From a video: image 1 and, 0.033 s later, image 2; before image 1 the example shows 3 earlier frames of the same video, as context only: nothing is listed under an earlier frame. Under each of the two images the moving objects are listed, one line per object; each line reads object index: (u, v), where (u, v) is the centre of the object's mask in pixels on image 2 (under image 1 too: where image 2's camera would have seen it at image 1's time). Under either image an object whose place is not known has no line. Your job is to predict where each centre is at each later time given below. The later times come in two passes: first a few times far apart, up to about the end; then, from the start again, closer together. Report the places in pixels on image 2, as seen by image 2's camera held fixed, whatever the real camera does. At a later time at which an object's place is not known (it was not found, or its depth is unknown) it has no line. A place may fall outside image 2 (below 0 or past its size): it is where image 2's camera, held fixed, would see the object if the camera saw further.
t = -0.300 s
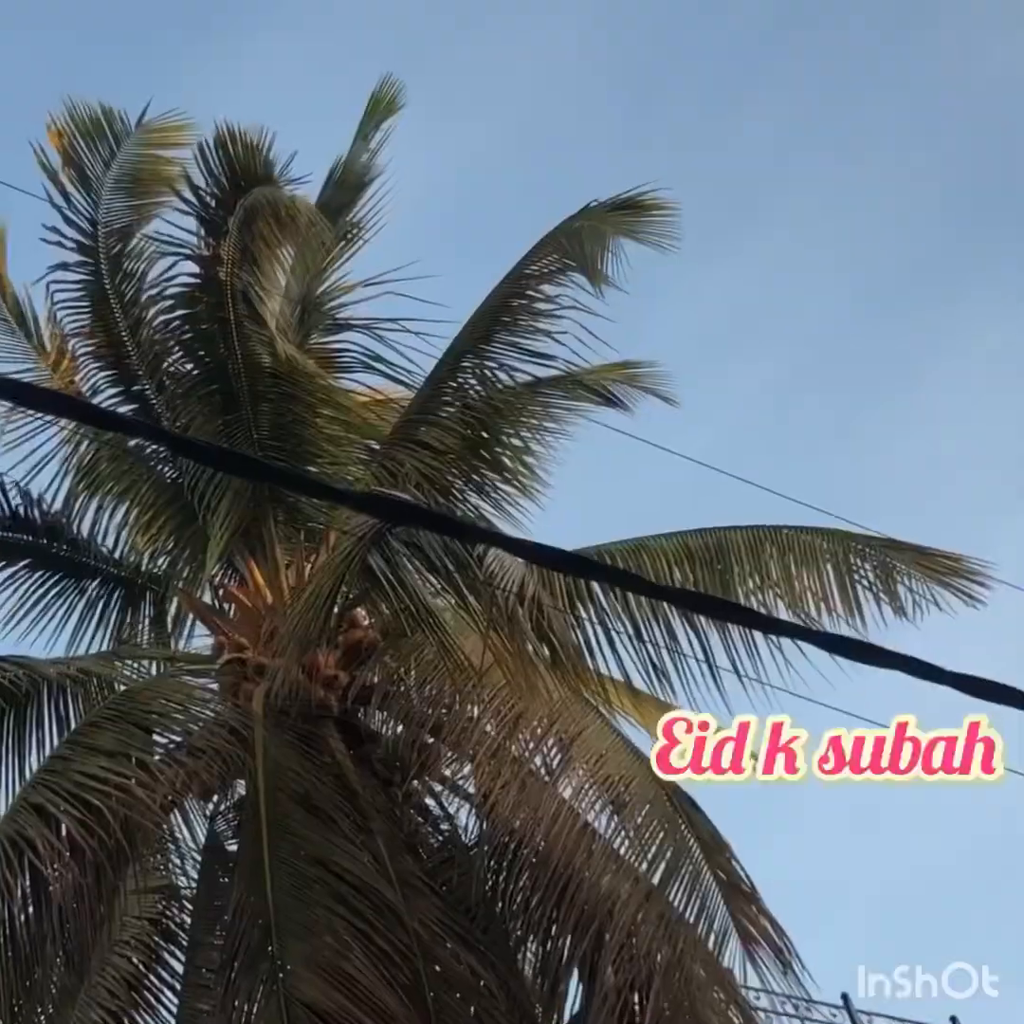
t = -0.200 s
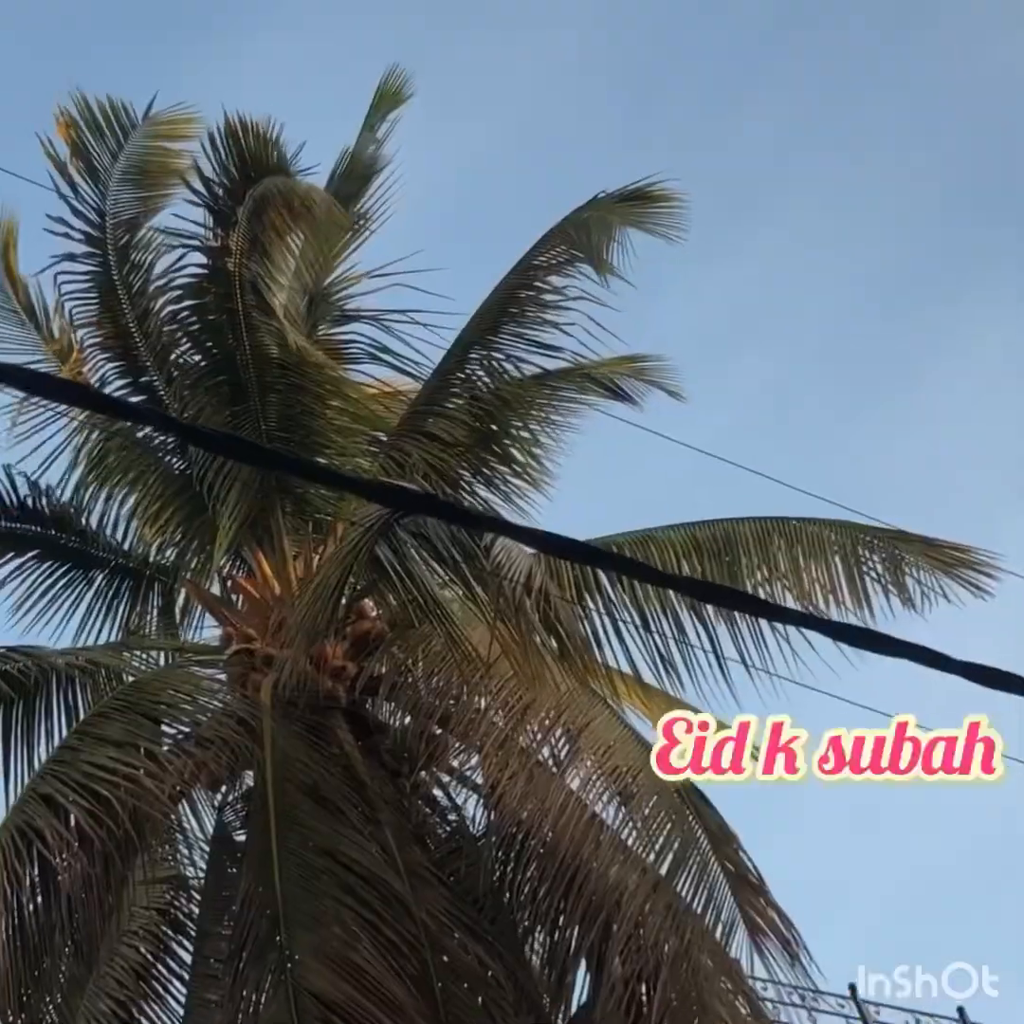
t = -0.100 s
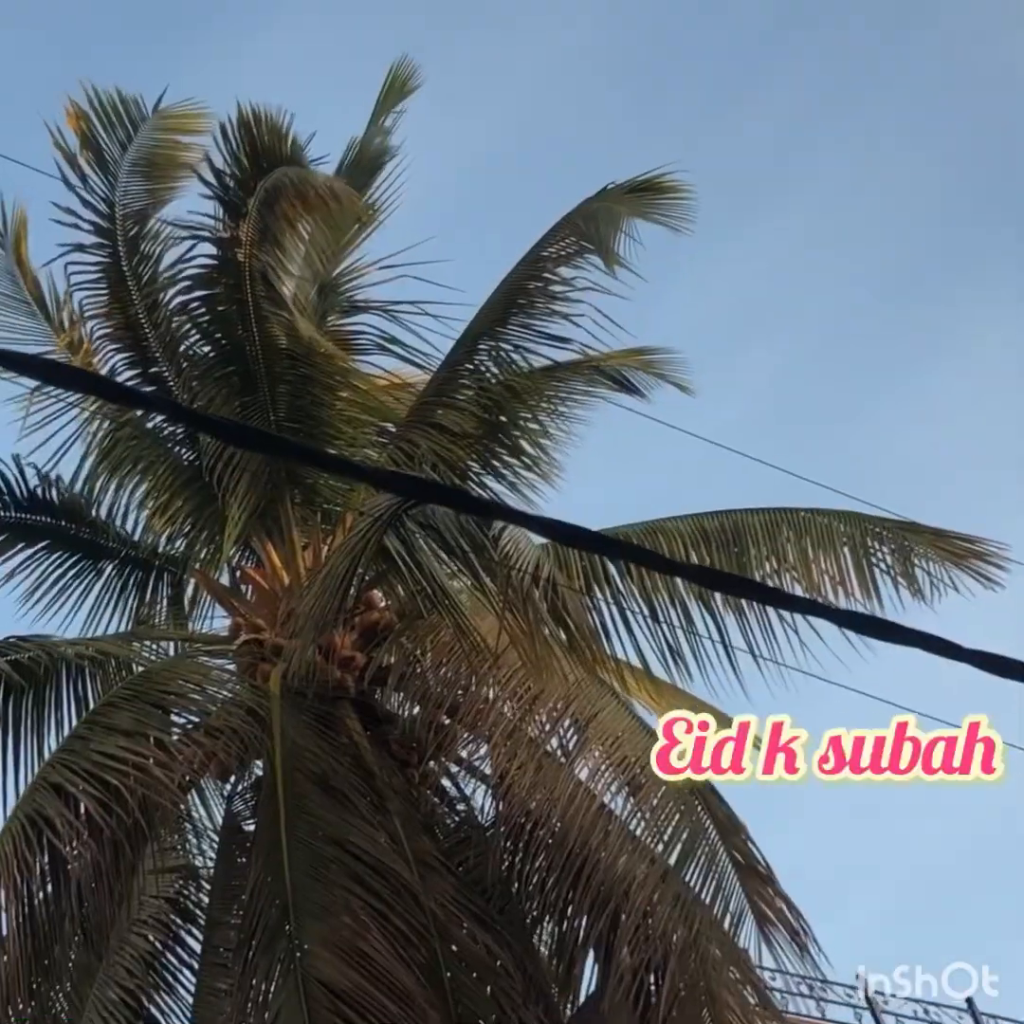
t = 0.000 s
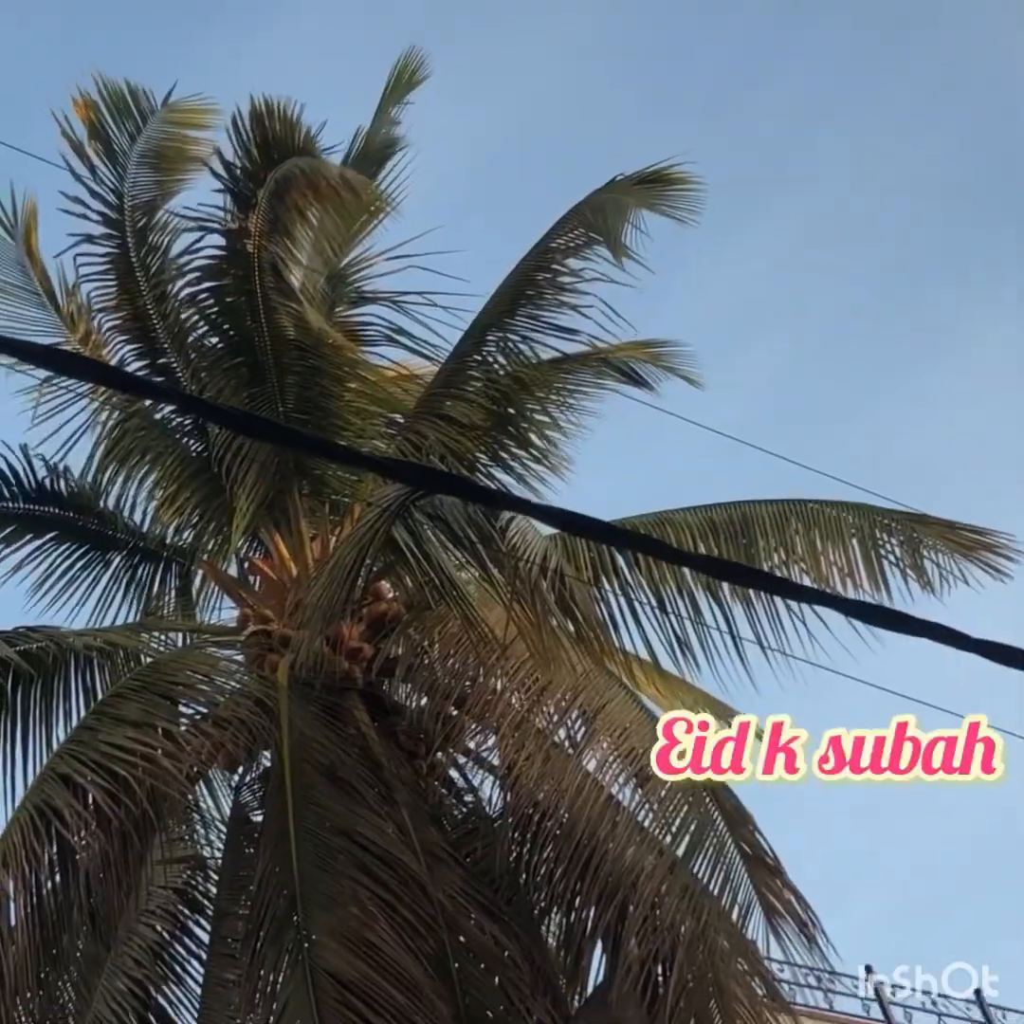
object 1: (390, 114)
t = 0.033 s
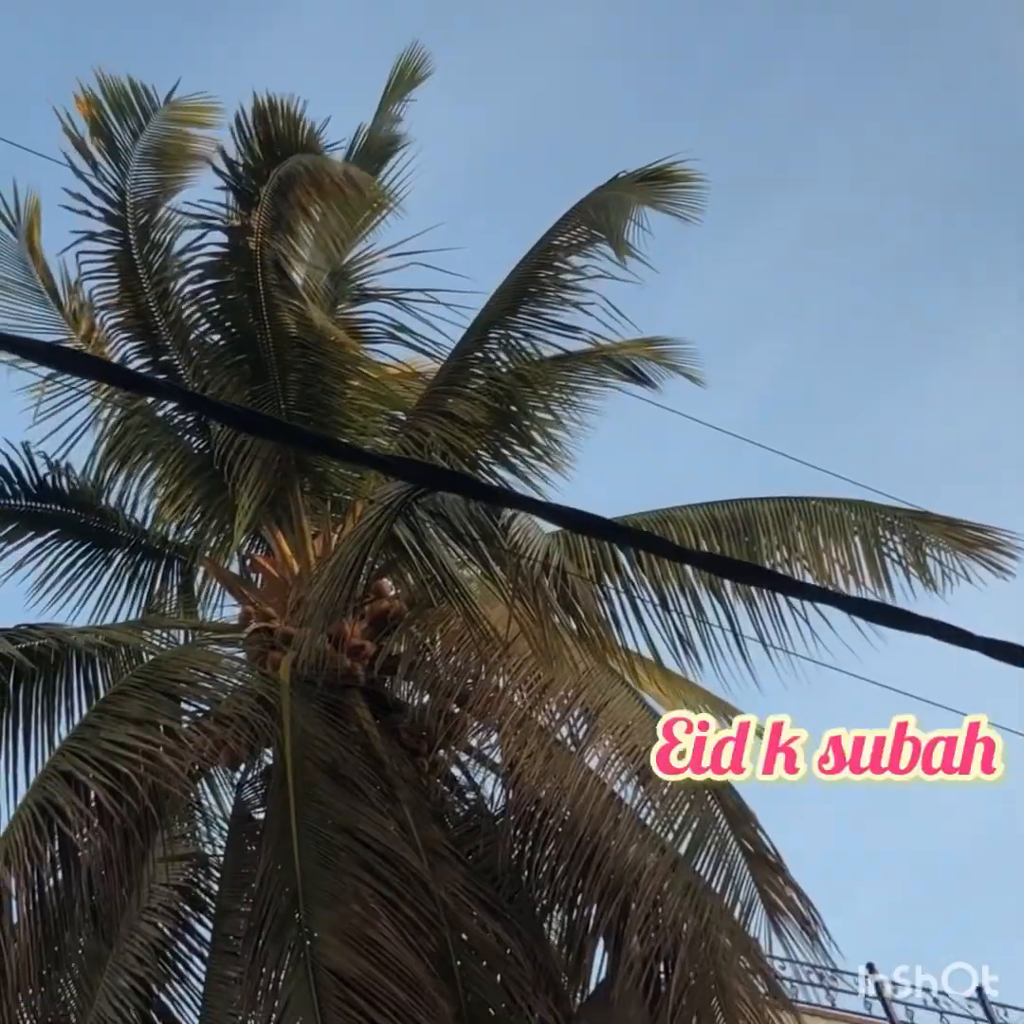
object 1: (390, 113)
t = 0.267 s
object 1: (390, 114)
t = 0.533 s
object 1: (391, 118)
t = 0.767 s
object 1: (397, 120)
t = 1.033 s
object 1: (407, 124)
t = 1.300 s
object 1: (415, 123)
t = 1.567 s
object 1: (418, 125)
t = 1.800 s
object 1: (416, 130)
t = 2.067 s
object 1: (409, 130)
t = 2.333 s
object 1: (398, 126)
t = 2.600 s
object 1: (391, 122)
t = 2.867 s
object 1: (383, 118)
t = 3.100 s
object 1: (377, 116)
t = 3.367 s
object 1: (373, 110)
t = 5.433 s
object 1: (375, 104)
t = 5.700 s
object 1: (373, 106)
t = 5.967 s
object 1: (372, 108)
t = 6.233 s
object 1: (372, 110)
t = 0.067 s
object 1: (390, 113)
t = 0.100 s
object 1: (390, 113)
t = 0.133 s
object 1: (390, 114)
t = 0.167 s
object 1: (390, 114)
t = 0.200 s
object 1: (390, 114)
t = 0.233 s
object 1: (390, 113)
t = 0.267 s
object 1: (390, 114)
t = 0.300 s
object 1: (390, 114)
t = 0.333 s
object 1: (391, 114)
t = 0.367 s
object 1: (391, 115)
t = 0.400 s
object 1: (391, 115)
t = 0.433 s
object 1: (391, 116)
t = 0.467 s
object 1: (391, 117)
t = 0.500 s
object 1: (391, 117)
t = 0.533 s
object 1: (391, 118)
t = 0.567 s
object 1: (392, 118)
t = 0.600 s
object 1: (393, 118)
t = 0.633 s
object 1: (394, 118)
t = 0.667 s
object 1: (394, 119)
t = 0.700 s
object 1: (395, 119)
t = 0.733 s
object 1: (396, 119)
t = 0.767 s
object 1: (397, 120)
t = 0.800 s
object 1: (398, 120)
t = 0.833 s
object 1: (399, 120)
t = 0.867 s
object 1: (401, 120)
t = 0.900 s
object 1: (402, 119)
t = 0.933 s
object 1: (403, 123)
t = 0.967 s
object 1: (405, 122)
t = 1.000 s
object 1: (406, 123)
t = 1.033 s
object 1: (407, 124)
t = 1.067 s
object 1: (409, 120)
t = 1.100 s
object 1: (409, 122)
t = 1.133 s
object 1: (411, 121)
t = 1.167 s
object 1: (411, 123)
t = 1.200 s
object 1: (412, 122)
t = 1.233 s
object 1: (412, 124)
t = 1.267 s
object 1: (413, 124)
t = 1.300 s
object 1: (415, 123)
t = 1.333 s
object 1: (415, 124)
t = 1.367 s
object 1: (417, 124)
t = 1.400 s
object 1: (417, 124)
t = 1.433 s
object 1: (418, 124)
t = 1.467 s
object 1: (418, 124)
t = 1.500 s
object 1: (418, 124)
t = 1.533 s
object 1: (418, 125)
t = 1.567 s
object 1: (418, 125)
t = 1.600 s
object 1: (418, 126)
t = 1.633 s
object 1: (418, 127)
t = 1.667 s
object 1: (418, 127)
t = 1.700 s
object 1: (417, 128)
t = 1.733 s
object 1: (417, 128)
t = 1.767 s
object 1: (417, 129)
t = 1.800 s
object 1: (416, 130)
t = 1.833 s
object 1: (415, 130)
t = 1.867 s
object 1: (415, 131)
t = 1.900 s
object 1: (414, 131)
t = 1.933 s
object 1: (413, 131)
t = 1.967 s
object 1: (412, 130)
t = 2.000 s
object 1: (410, 130)
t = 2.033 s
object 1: (409, 130)
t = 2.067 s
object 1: (409, 130)
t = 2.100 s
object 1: (408, 129)
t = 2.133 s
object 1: (406, 129)
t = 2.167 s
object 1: (405, 129)
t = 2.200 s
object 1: (404, 128)
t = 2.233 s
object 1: (403, 128)
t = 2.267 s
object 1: (401, 128)
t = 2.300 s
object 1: (400, 127)
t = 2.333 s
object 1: (398, 126)
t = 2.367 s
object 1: (398, 126)
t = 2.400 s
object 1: (397, 124)
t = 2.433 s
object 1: (396, 124)
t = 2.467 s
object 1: (395, 123)
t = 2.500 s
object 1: (394, 123)
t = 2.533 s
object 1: (393, 122)
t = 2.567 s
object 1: (392, 122)
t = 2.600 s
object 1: (391, 122)
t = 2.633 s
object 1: (390, 122)
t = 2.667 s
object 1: (389, 121)
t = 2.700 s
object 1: (388, 121)
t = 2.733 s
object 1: (387, 120)
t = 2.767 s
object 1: (386, 119)
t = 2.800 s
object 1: (385, 119)
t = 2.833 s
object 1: (384, 119)
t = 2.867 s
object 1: (383, 118)
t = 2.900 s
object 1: (382, 117)
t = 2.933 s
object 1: (381, 117)
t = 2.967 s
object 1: (380, 116)
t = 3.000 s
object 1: (380, 116)
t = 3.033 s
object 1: (378, 116)
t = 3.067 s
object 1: (377, 117)
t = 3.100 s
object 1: (377, 116)
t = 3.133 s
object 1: (376, 115)
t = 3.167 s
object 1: (375, 115)
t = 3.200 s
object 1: (375, 115)
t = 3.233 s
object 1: (374, 114)
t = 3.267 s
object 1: (374, 113)
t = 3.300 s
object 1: (374, 113)
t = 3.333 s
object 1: (373, 111)
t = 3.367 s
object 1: (373, 110)
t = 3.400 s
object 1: (373, 109)
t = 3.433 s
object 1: (373, 108)
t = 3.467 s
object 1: (373, 107)
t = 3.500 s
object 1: (373, 106)
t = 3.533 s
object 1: (373, 105)
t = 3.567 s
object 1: (373, 105)
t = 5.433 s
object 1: (375, 104)
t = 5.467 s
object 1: (375, 103)
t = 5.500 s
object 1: (374, 104)
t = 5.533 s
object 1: (374, 105)
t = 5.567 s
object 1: (374, 105)
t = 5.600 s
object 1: (374, 105)
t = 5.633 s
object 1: (373, 106)
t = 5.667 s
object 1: (373, 106)
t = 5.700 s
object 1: (373, 106)
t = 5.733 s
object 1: (373, 106)
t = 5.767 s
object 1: (373, 106)
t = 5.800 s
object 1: (372, 107)
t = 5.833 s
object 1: (372, 107)
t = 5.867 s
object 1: (372, 107)
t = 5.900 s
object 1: (372, 107)
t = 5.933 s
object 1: (372, 108)
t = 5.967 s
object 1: (372, 108)
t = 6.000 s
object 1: (372, 108)
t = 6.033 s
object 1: (372, 109)
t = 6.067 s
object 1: (372, 109)
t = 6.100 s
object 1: (372, 109)
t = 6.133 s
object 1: (372, 110)
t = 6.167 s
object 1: (372, 110)
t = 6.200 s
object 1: (372, 110)
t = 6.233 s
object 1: (372, 110)
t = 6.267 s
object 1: (372, 110)
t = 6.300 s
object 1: (372, 110)
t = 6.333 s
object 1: (373, 110)
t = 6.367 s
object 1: (372, 110)
